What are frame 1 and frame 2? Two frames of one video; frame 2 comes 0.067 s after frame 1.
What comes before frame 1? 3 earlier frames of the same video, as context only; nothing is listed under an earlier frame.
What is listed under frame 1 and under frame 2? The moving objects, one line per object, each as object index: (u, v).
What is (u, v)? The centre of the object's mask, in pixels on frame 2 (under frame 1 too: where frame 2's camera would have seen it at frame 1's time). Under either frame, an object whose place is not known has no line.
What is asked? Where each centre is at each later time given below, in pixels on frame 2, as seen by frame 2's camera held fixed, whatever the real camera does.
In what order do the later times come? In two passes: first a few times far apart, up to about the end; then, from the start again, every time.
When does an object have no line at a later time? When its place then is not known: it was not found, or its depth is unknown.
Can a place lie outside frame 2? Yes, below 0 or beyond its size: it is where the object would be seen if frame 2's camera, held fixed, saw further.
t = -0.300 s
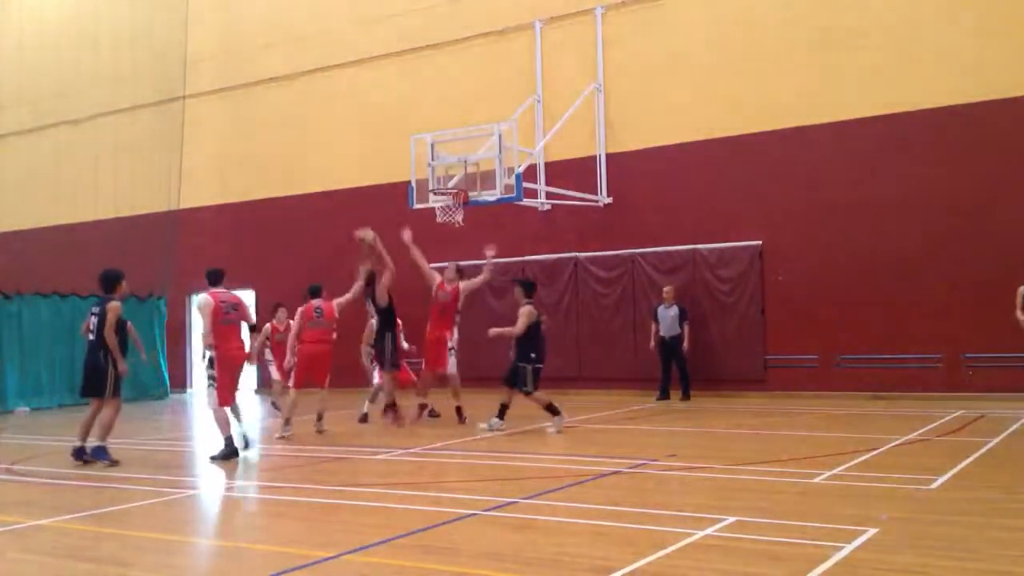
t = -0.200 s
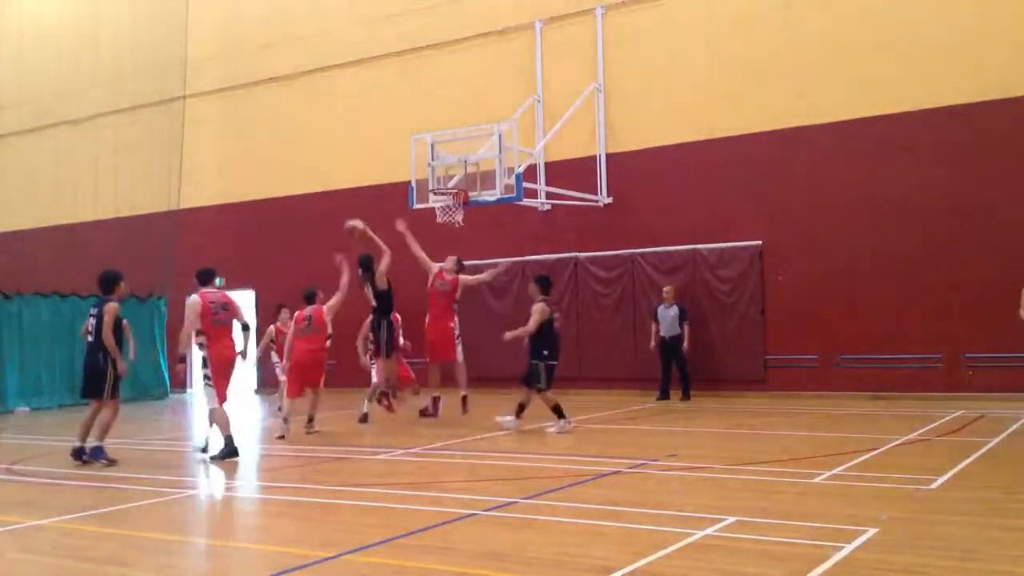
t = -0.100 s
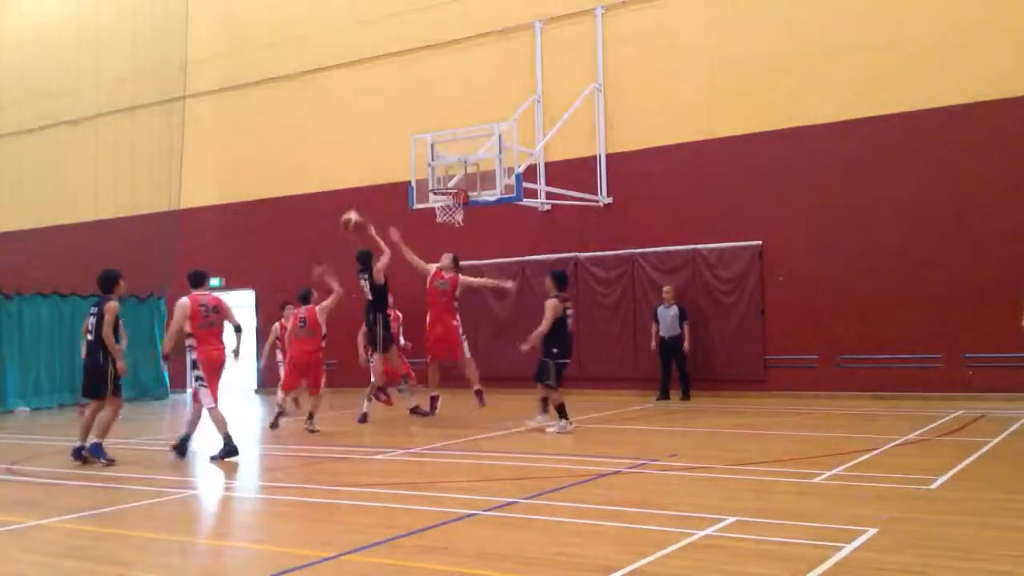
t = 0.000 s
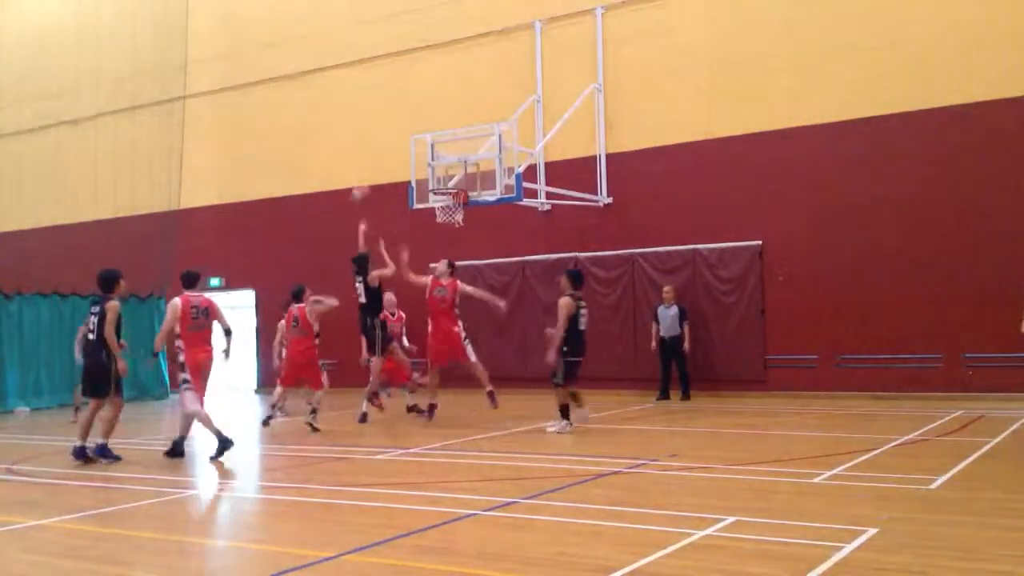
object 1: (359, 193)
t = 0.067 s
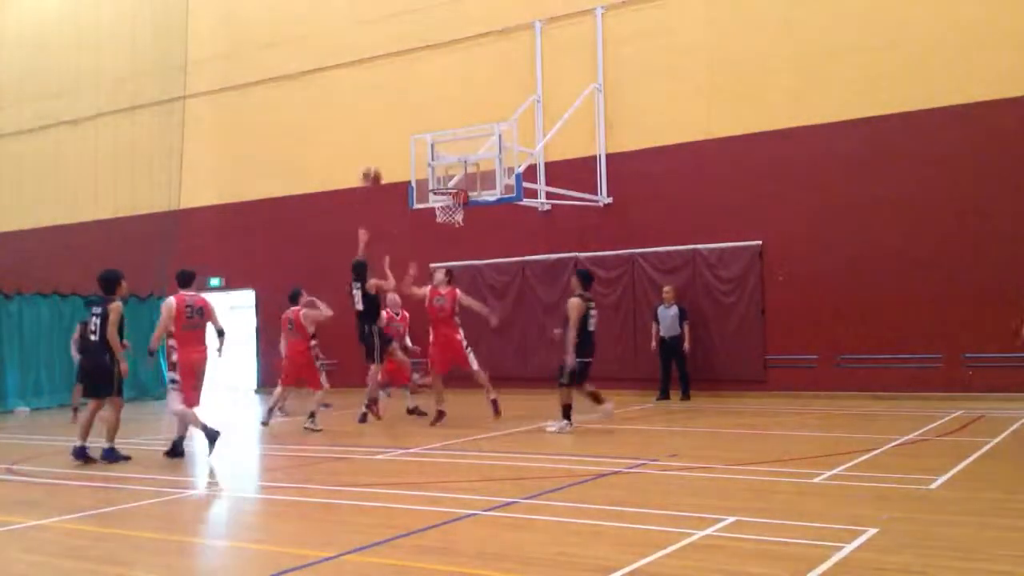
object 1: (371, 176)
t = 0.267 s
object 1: (399, 149)
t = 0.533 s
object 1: (437, 159)
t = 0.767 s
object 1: (448, 185)
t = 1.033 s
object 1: (419, 173)
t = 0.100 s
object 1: (376, 170)
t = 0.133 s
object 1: (381, 164)
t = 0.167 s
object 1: (386, 160)
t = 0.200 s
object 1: (390, 154)
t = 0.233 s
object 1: (395, 151)
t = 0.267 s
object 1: (399, 149)
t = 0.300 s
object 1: (404, 148)
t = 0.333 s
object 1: (410, 145)
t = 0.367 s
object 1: (414, 146)
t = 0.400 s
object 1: (418, 147)
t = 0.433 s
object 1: (423, 148)
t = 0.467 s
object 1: (428, 151)
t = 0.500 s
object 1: (432, 154)
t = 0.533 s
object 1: (437, 159)
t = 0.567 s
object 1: (442, 162)
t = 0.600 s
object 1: (446, 170)
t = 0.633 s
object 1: (450, 174)
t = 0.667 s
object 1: (452, 179)
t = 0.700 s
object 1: (455, 184)
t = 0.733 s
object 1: (452, 185)
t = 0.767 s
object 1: (448, 185)
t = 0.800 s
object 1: (443, 184)
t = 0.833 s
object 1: (440, 182)
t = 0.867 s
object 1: (436, 179)
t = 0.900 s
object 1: (433, 175)
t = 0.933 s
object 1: (430, 174)
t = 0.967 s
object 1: (426, 173)
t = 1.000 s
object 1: (422, 173)
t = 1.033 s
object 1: (419, 173)
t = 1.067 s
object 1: (415, 175)
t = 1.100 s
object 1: (412, 178)
